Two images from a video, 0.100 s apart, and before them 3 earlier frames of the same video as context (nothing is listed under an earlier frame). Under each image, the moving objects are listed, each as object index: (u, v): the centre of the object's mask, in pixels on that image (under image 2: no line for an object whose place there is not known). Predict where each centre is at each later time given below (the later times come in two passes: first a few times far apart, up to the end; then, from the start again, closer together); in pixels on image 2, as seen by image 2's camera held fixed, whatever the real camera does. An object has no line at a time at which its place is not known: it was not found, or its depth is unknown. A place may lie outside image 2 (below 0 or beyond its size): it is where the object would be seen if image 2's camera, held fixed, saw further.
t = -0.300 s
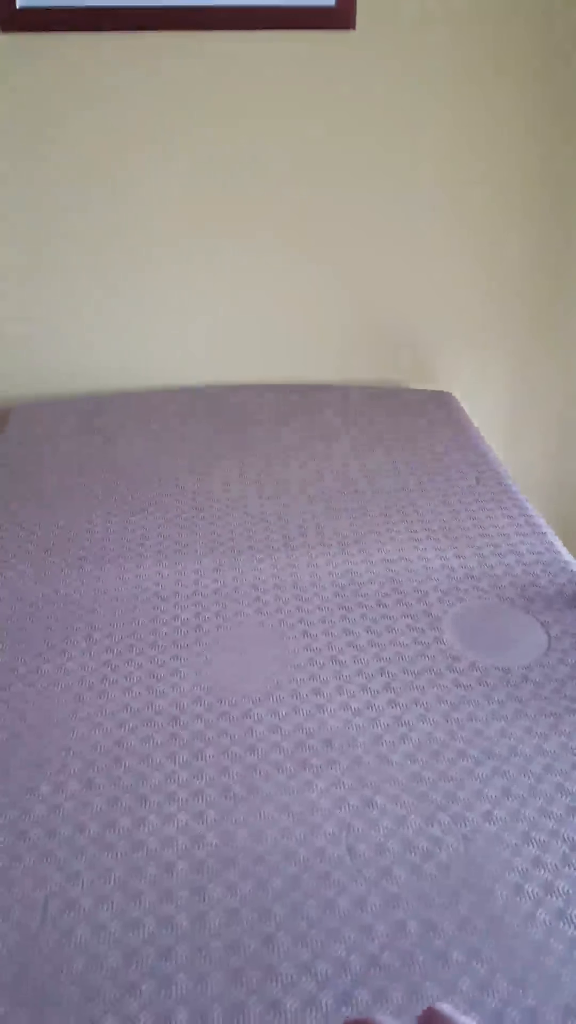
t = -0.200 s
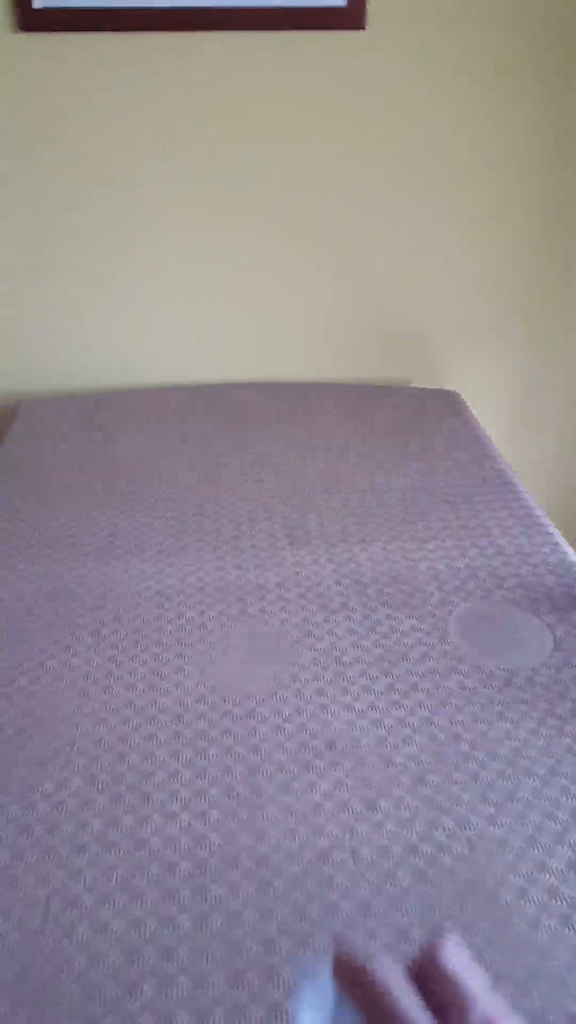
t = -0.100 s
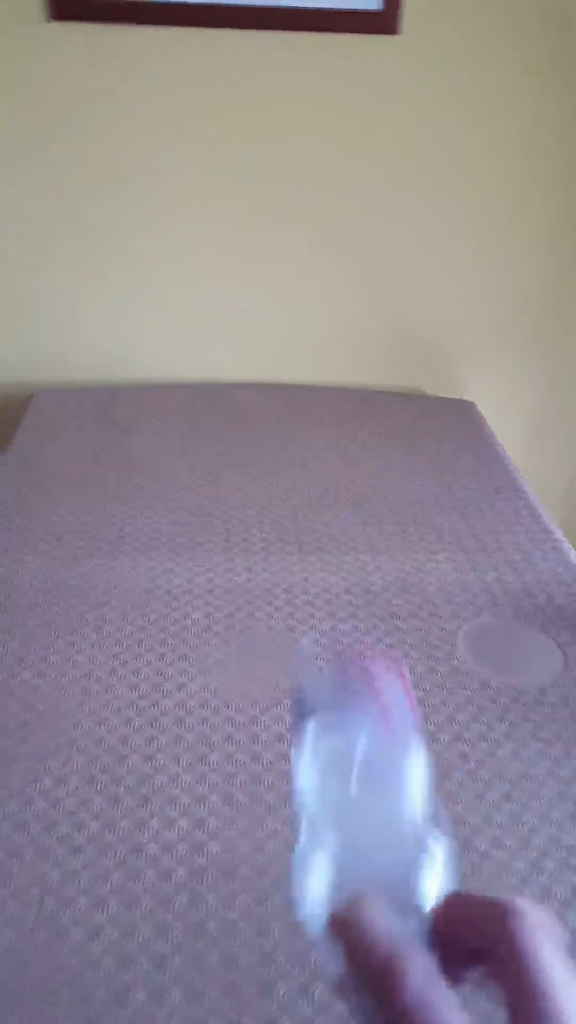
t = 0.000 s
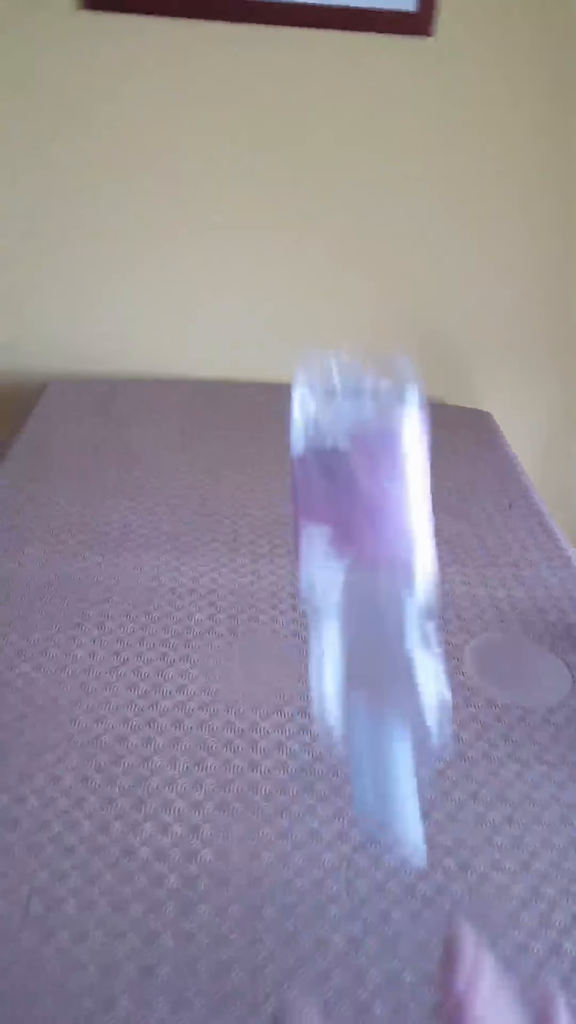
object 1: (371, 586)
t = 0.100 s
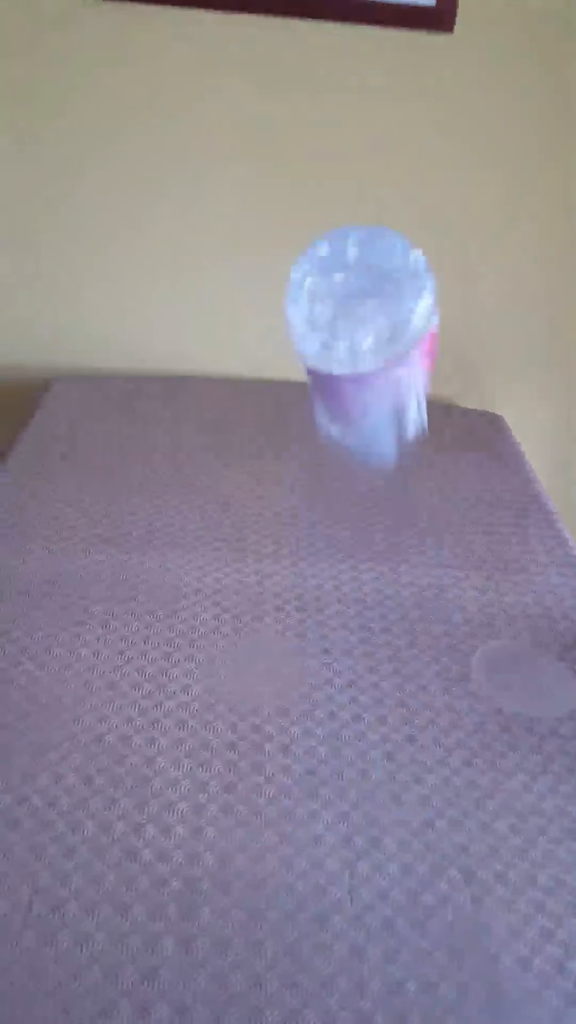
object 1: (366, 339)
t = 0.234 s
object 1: (314, 372)
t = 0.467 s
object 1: (211, 721)
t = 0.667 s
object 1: (158, 800)
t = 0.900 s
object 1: (159, 800)
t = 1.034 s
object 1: (161, 799)
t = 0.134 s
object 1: (350, 321)
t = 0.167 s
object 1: (341, 331)
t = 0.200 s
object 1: (328, 345)
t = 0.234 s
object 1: (314, 372)
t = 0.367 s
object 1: (255, 606)
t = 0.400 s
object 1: (242, 678)
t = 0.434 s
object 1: (226, 708)
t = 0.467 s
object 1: (211, 721)
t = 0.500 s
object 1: (197, 738)
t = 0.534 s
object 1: (181, 760)
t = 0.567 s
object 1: (164, 785)
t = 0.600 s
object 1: (157, 801)
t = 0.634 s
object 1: (156, 800)
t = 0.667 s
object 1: (158, 800)
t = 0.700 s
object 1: (159, 800)
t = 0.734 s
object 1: (158, 799)
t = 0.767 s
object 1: (157, 798)
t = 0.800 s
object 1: (157, 798)
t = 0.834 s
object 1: (158, 800)
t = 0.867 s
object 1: (159, 800)
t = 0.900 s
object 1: (159, 800)
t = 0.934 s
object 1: (158, 800)
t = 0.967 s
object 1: (159, 798)
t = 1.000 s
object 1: (161, 798)
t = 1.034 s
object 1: (161, 799)
